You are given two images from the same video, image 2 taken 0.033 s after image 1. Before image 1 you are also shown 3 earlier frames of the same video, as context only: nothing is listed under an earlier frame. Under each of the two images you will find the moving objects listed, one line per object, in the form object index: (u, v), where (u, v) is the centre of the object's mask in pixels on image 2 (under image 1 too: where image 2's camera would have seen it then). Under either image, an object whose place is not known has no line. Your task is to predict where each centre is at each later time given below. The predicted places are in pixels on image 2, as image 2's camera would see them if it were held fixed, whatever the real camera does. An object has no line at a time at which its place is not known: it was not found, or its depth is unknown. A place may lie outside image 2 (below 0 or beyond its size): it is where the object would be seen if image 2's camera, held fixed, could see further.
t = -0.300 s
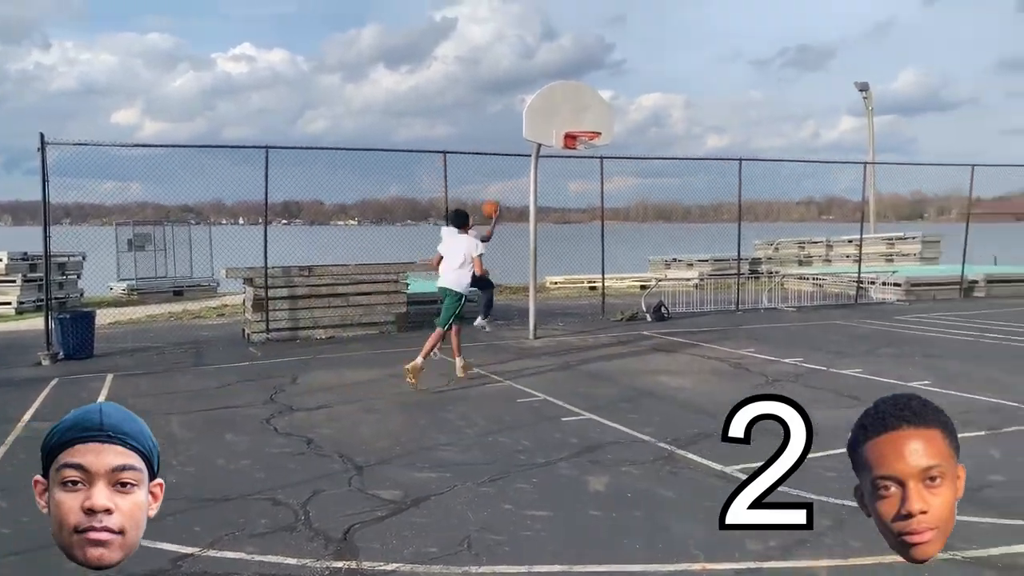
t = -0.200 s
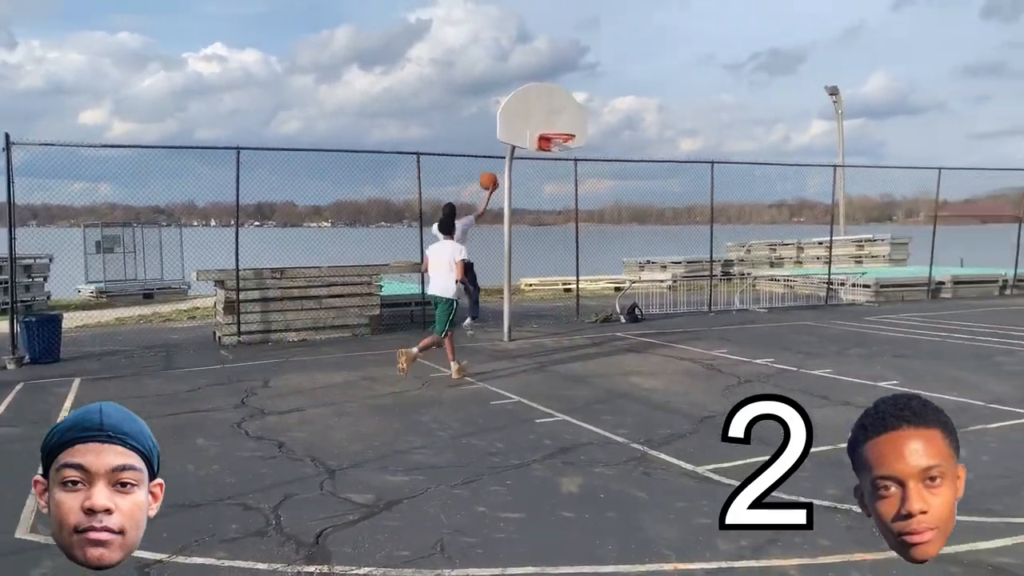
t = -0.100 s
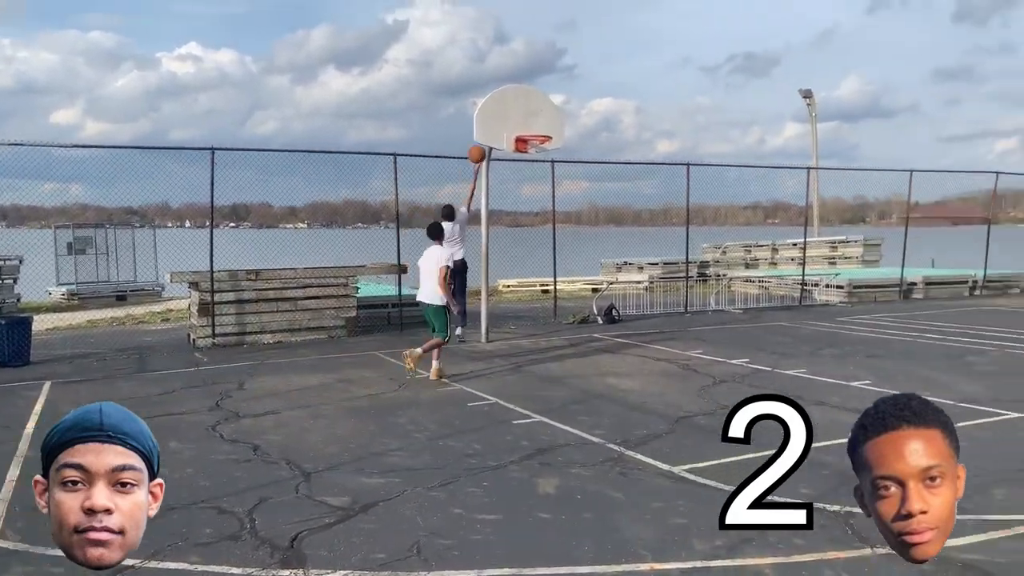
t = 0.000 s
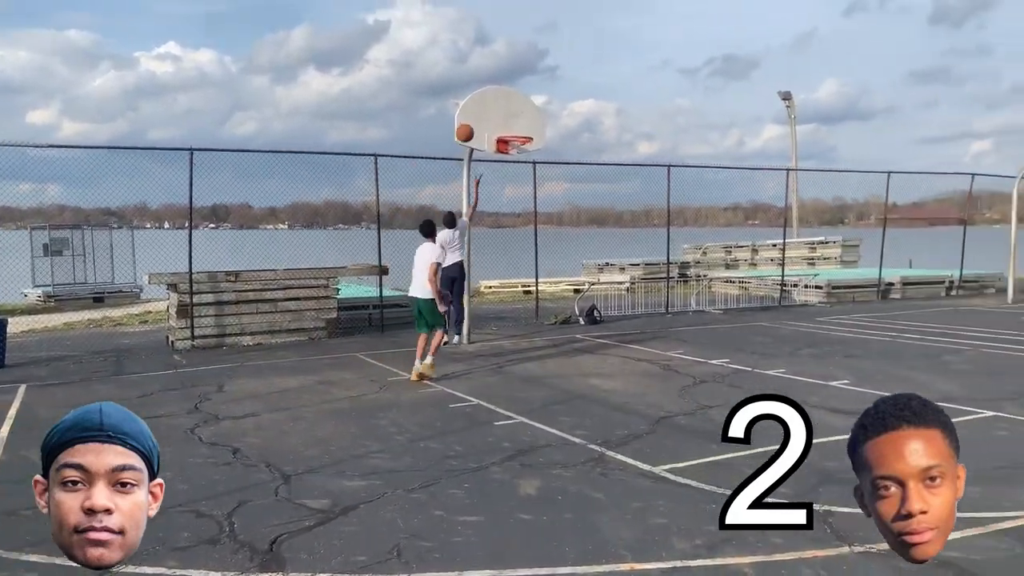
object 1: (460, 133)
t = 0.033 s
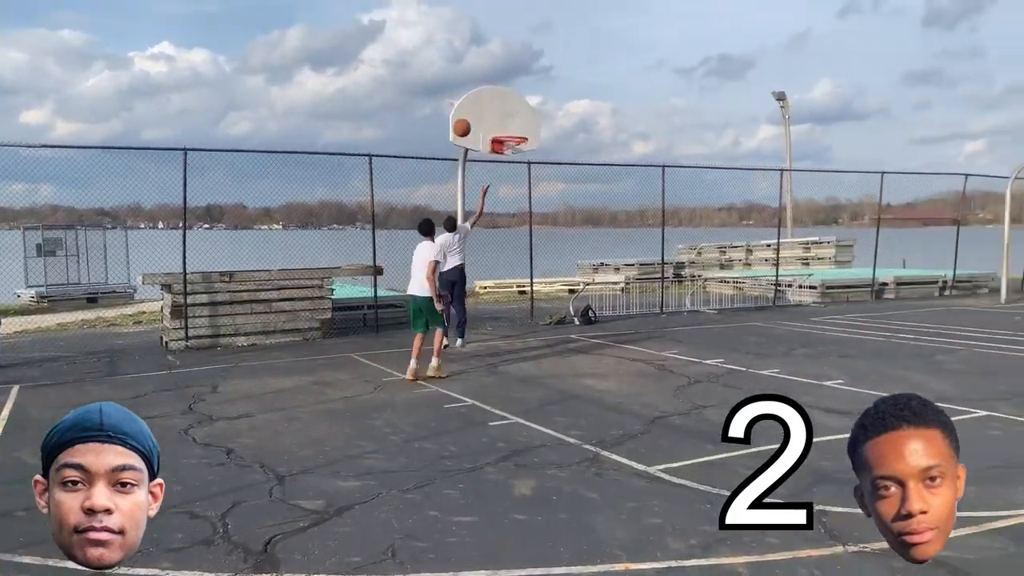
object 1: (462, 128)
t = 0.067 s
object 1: (463, 123)
